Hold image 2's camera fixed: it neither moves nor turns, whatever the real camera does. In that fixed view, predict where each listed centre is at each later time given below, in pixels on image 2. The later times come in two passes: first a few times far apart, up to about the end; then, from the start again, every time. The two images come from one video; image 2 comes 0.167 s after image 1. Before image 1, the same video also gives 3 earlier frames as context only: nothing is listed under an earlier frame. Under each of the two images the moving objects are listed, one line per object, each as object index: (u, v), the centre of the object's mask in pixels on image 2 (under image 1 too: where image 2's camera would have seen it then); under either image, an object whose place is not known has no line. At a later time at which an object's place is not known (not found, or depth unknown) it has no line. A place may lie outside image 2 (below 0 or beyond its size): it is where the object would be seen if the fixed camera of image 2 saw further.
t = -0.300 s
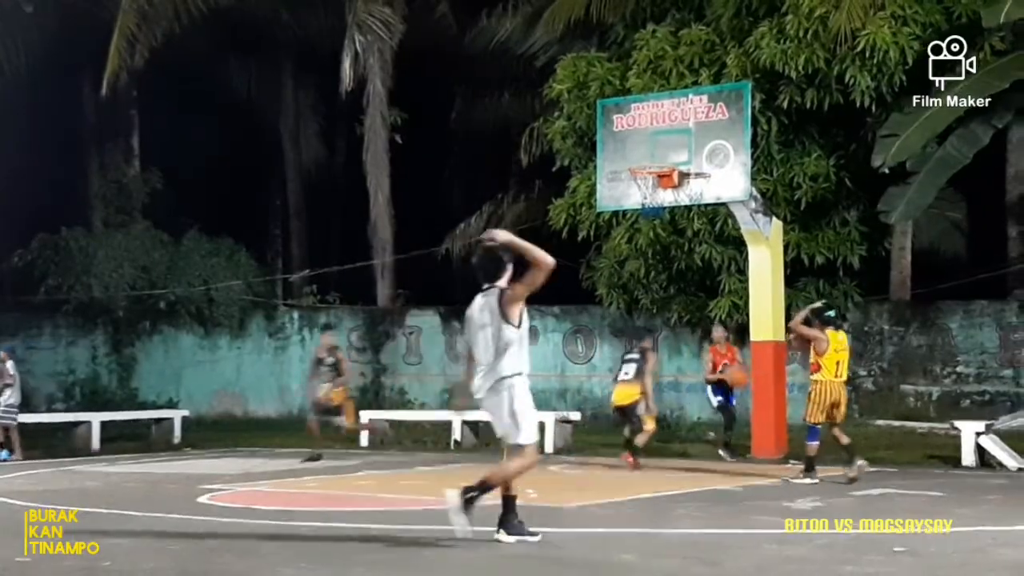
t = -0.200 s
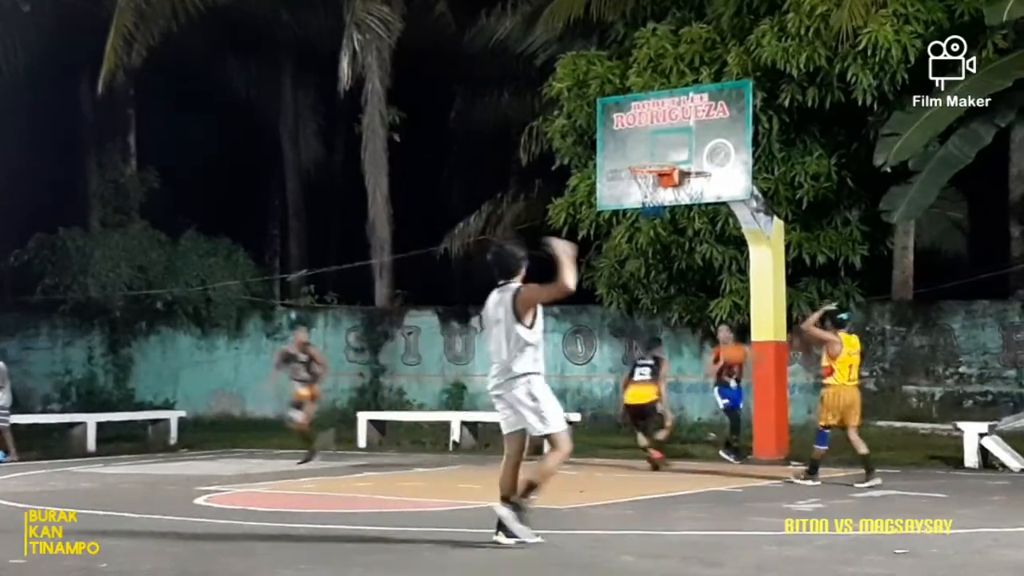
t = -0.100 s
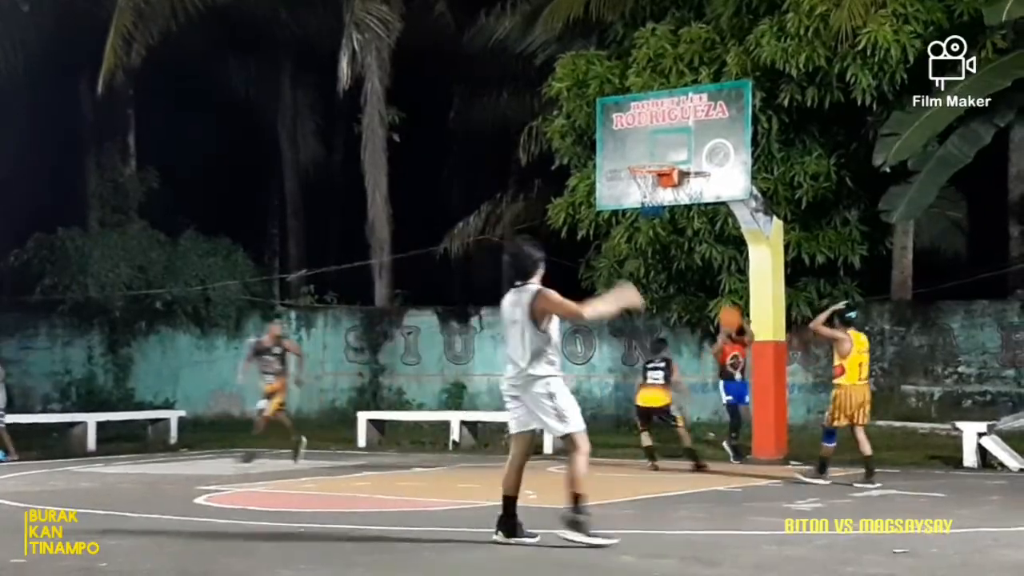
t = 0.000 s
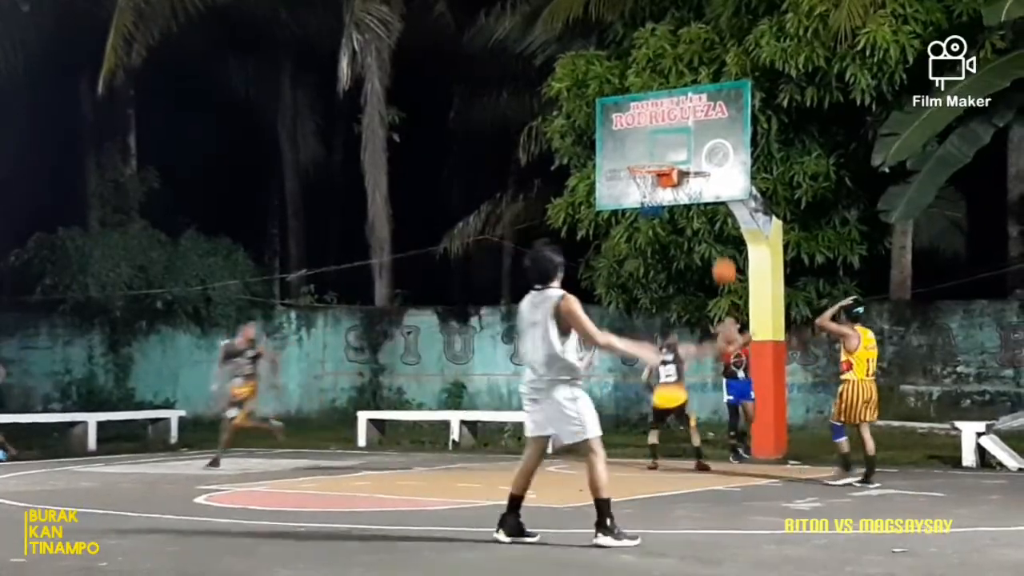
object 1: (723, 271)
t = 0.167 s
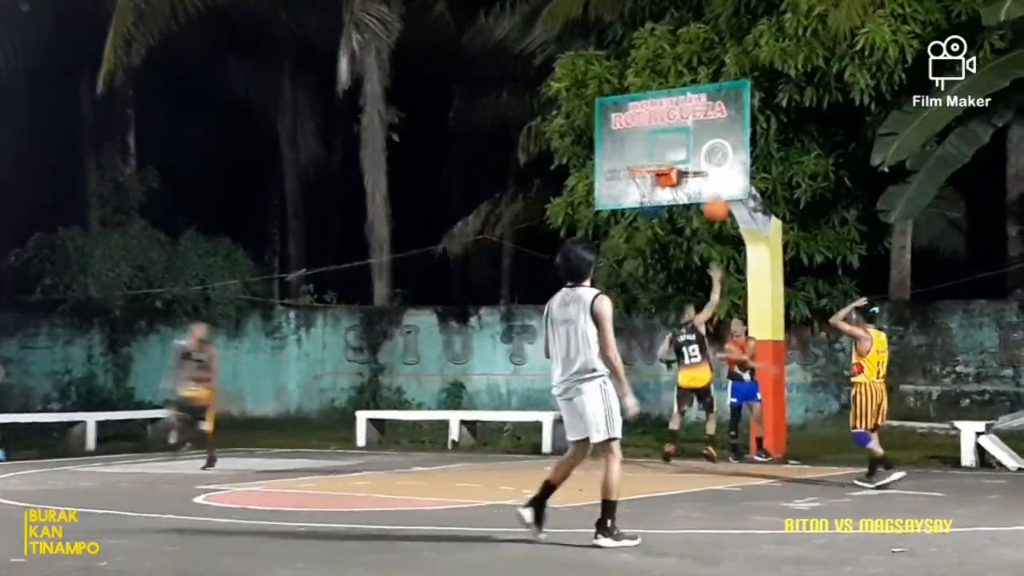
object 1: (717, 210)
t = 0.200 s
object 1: (714, 199)
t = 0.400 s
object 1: (700, 154)
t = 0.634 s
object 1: (681, 156)
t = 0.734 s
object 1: (670, 179)
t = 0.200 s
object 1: (714, 199)
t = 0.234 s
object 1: (711, 188)
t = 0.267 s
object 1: (709, 179)
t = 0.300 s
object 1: (707, 170)
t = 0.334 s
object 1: (705, 164)
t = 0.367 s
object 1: (702, 158)
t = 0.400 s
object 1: (700, 154)
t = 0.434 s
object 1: (698, 149)
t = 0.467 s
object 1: (695, 147)
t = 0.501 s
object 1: (692, 146)
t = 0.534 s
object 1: (689, 146)
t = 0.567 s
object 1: (687, 147)
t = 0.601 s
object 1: (684, 151)
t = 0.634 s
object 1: (681, 156)
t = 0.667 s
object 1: (678, 162)
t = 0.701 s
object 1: (673, 171)
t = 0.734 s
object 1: (670, 179)
